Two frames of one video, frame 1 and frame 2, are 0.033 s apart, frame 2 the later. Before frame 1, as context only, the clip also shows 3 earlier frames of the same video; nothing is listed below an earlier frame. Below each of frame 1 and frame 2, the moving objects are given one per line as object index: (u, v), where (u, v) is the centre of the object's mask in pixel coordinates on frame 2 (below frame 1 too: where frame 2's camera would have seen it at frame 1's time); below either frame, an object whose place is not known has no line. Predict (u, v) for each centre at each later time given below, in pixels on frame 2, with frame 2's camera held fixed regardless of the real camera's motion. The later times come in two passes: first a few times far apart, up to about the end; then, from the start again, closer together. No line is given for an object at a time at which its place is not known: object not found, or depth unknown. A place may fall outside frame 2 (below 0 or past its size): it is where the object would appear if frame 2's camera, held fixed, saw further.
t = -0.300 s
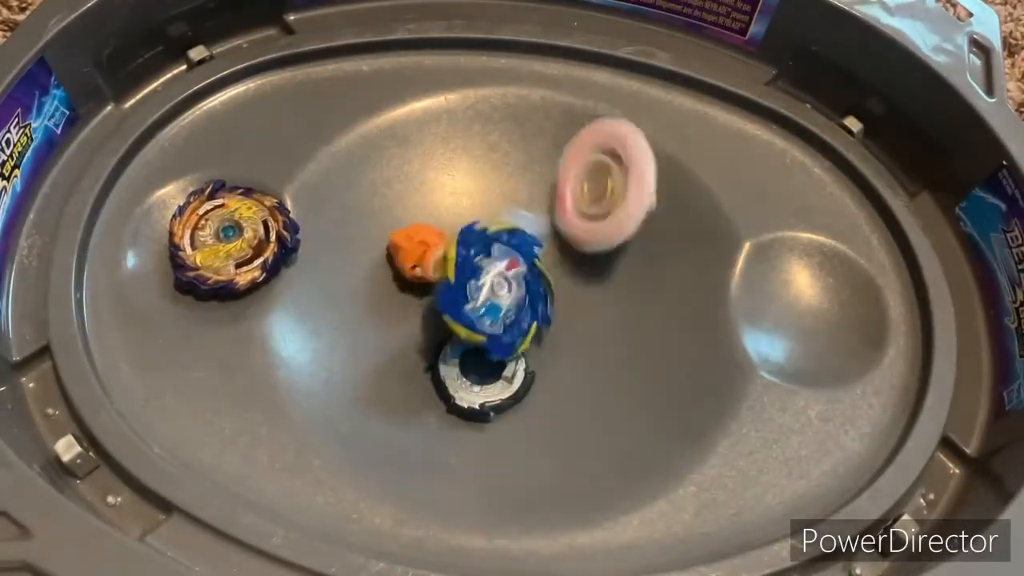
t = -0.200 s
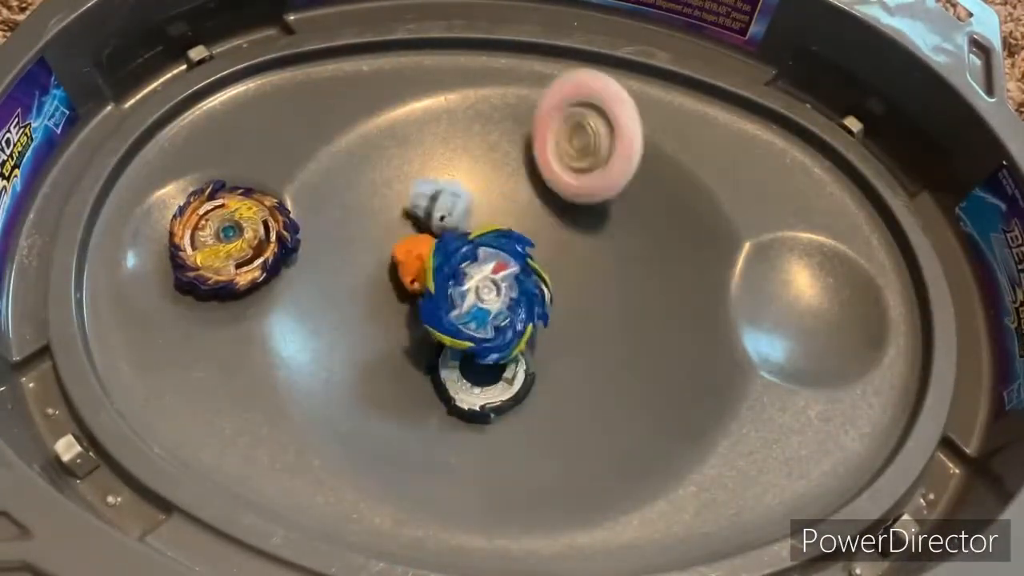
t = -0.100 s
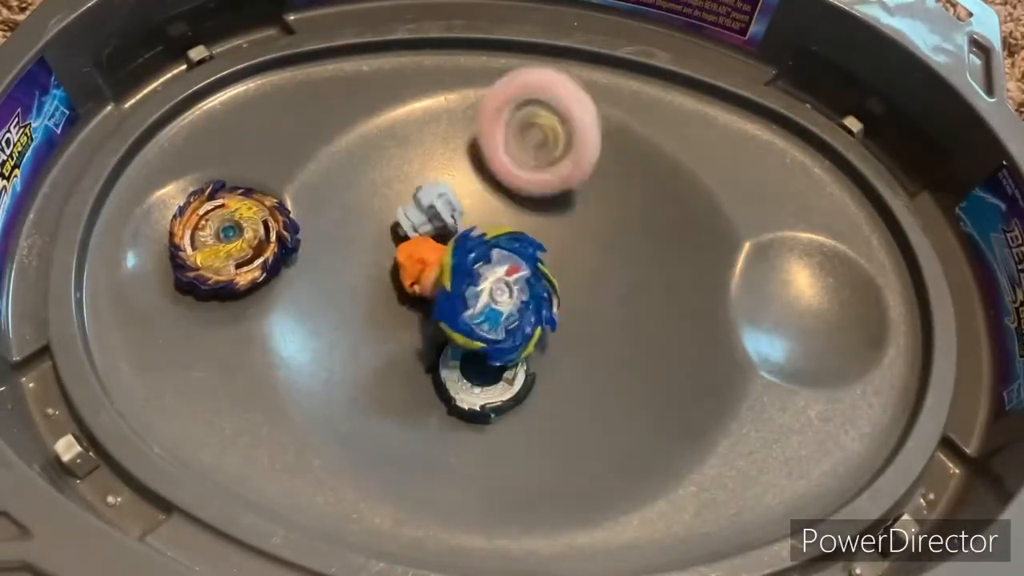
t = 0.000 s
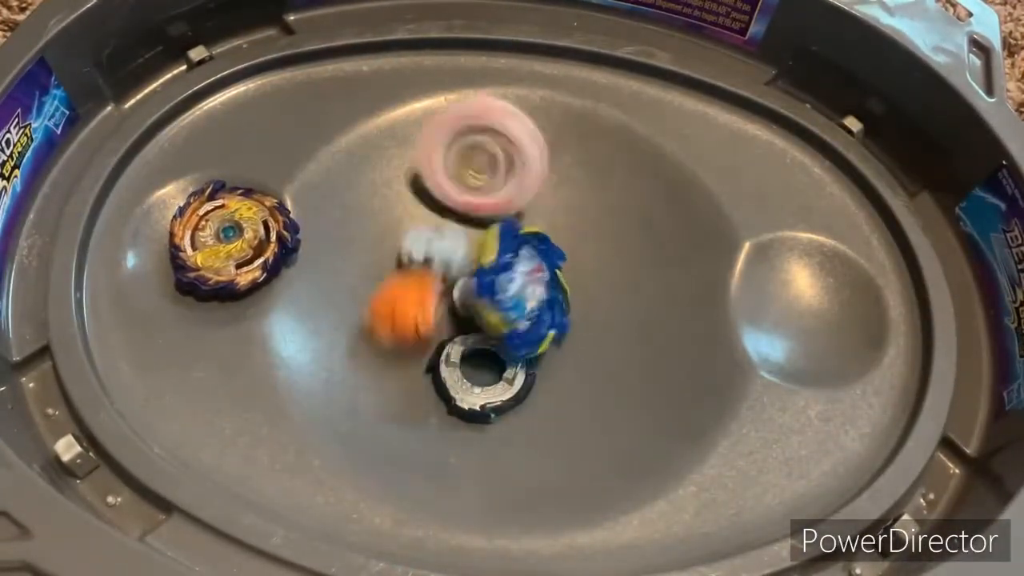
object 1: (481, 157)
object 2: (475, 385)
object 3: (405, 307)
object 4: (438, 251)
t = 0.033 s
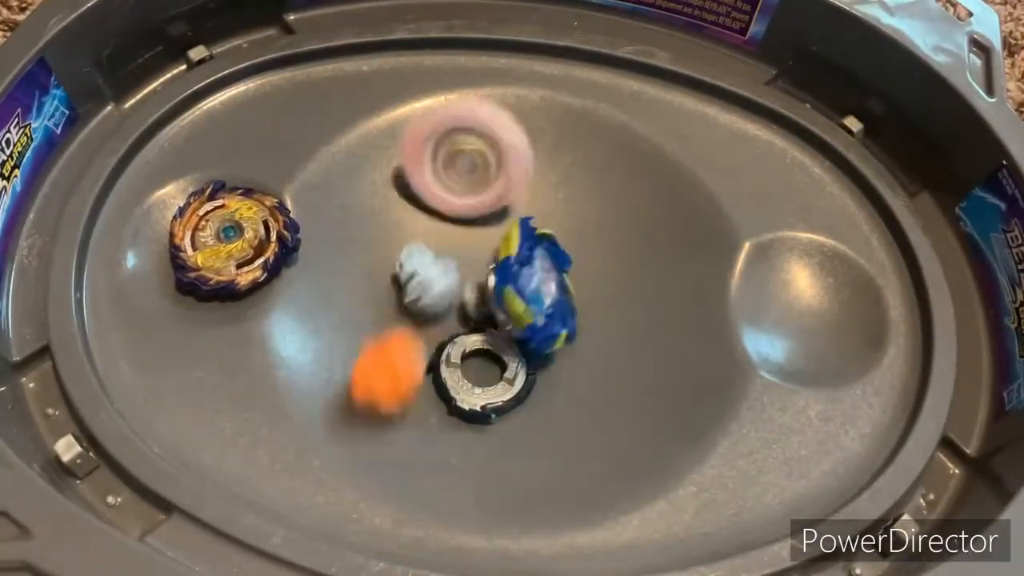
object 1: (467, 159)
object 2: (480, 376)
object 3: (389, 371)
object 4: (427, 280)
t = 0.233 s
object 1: (396, 230)
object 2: (485, 374)
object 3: (418, 499)
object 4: (426, 327)
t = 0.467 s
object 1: (462, 225)
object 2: (505, 364)
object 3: (506, 490)
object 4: (520, 428)
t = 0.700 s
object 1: (462, 228)
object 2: (498, 347)
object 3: (521, 417)
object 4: (570, 376)
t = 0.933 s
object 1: (460, 229)
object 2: (503, 345)
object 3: (469, 399)
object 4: (576, 371)
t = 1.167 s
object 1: (460, 229)
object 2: (504, 346)
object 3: (462, 395)
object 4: (576, 371)
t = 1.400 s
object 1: (460, 229)
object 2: (504, 346)
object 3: (462, 395)
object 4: (576, 371)
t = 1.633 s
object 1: (460, 229)
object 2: (504, 346)
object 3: (462, 395)
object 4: (576, 371)
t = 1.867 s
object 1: (460, 229)
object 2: (504, 346)
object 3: (462, 395)
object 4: (576, 371)
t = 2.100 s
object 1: (459, 228)
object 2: (504, 346)
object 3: (462, 395)
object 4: (576, 371)
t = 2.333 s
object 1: (460, 228)
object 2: (504, 346)
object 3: (462, 395)
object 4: (576, 371)
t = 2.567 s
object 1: (459, 228)
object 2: (504, 346)
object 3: (462, 395)
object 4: (576, 371)
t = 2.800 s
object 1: (459, 228)
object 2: (504, 346)
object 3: (462, 395)
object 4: (576, 371)
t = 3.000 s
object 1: (460, 229)
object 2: (504, 346)
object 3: (462, 395)
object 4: (576, 371)
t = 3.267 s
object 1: (460, 229)
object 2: (504, 346)
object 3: (462, 395)
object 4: (576, 371)
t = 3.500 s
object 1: (459, 228)
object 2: (504, 346)
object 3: (462, 395)
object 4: (576, 371)
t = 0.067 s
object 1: (449, 163)
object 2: (480, 374)
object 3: (380, 429)
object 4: (420, 303)
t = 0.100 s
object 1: (432, 171)
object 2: (481, 374)
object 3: (378, 482)
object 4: (419, 320)
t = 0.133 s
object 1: (419, 186)
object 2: (483, 375)
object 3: (382, 521)
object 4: (421, 332)
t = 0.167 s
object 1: (406, 201)
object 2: (483, 374)
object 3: (394, 514)
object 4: (421, 334)
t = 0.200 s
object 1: (399, 216)
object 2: (483, 373)
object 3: (408, 509)
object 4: (422, 330)
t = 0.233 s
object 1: (396, 230)
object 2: (485, 374)
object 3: (418, 499)
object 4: (426, 327)
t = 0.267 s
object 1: (393, 227)
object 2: (502, 386)
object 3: (432, 493)
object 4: (443, 339)
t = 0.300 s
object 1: (396, 228)
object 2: (515, 383)
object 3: (449, 479)
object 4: (461, 367)
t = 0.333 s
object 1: (405, 231)
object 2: (516, 357)
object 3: (464, 470)
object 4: (475, 399)
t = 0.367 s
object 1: (426, 233)
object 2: (503, 343)
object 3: (475, 486)
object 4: (490, 414)
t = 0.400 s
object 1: (443, 233)
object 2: (503, 361)
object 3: (488, 493)
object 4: (501, 424)
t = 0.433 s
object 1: (452, 229)
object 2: (505, 364)
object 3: (497, 489)
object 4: (512, 427)
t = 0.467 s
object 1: (462, 225)
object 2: (505, 364)
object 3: (506, 490)
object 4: (520, 428)
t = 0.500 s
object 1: (466, 225)
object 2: (505, 363)
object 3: (511, 481)
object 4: (531, 421)
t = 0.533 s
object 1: (467, 223)
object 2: (503, 359)
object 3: (515, 472)
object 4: (539, 414)
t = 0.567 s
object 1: (466, 224)
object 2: (502, 355)
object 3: (521, 465)
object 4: (550, 408)
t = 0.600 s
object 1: (462, 223)
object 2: (501, 352)
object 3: (526, 453)
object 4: (557, 400)
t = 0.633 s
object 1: (461, 224)
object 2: (500, 351)
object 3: (528, 439)
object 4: (562, 389)
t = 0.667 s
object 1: (461, 224)
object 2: (499, 350)
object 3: (525, 430)
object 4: (566, 382)
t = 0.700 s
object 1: (462, 228)
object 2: (498, 347)
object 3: (521, 417)
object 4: (570, 376)
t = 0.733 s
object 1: (461, 229)
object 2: (498, 344)
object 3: (515, 409)
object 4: (572, 371)
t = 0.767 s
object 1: (460, 228)
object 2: (500, 344)
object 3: (507, 408)
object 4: (575, 371)
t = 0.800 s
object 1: (459, 227)
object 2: (500, 344)
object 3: (501, 408)
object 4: (576, 371)
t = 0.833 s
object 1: (459, 227)
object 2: (501, 344)
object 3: (495, 407)
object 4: (576, 372)
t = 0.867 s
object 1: (459, 228)
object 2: (502, 344)
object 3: (485, 405)
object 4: (576, 371)
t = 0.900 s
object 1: (459, 228)
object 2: (503, 345)
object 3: (476, 403)
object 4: (576, 371)
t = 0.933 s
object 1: (460, 229)
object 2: (503, 345)
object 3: (469, 399)
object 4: (576, 371)
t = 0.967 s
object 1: (460, 229)
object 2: (503, 346)
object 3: (465, 398)
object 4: (576, 372)
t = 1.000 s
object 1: (460, 229)
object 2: (504, 346)
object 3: (463, 397)
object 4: (576, 371)
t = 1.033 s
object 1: (460, 229)
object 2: (504, 346)
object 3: (463, 396)
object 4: (576, 371)
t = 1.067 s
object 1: (460, 229)
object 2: (504, 346)
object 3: (462, 395)
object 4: (576, 372)
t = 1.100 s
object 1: (460, 229)
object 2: (504, 346)
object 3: (462, 395)
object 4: (576, 371)
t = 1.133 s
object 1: (460, 229)
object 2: (504, 346)
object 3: (462, 395)
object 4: (576, 371)
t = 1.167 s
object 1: (460, 229)
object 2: (504, 346)
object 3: (462, 395)
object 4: (576, 371)
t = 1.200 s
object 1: (460, 228)
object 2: (504, 346)
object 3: (462, 395)
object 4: (576, 371)
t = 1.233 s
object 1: (460, 229)
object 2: (504, 346)
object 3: (462, 395)
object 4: (576, 371)
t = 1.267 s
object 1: (460, 228)
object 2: (504, 346)
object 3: (462, 395)
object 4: (576, 371)
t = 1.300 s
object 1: (460, 229)
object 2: (504, 346)
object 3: (462, 395)
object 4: (576, 371)
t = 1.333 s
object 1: (460, 228)
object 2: (504, 346)
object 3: (462, 395)
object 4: (576, 371)
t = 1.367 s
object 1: (460, 229)
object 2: (504, 346)
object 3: (462, 395)
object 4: (576, 371)
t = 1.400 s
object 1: (460, 229)
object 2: (504, 346)
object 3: (462, 395)
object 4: (576, 371)
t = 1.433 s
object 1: (459, 230)
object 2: (504, 347)
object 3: (462, 395)
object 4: (576, 372)
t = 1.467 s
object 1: (460, 228)
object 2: (504, 346)
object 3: (462, 395)
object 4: (576, 371)
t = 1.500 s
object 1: (460, 229)
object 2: (504, 346)
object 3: (462, 395)
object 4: (576, 371)
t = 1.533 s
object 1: (460, 229)
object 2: (504, 346)
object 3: (462, 395)
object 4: (576, 371)
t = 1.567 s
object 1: (460, 229)
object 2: (504, 346)
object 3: (462, 395)
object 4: (576, 371)
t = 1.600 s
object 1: (460, 229)
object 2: (504, 346)
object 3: (462, 395)
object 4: (576, 371)
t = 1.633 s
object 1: (460, 229)
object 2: (504, 346)
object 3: (462, 395)
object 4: (576, 371)
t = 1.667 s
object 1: (460, 229)
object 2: (504, 346)
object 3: (462, 395)
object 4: (576, 371)
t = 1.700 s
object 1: (460, 229)
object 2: (504, 346)
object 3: (462, 395)
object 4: (576, 371)
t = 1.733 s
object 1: (460, 229)
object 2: (504, 346)
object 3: (462, 395)
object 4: (576, 371)
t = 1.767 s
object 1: (460, 229)
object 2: (504, 346)
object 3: (462, 395)
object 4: (576, 371)
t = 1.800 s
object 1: (460, 229)
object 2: (504, 346)
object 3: (462, 395)
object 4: (576, 371)
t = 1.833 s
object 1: (460, 229)
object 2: (504, 346)
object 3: (462, 395)
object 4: (576, 371)
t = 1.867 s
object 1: (460, 229)
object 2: (504, 346)
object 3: (462, 395)
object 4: (576, 371)
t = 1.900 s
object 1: (460, 229)
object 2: (504, 346)
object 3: (462, 395)
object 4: (576, 371)
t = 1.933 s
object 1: (460, 228)
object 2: (504, 346)
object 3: (462, 395)
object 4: (576, 371)
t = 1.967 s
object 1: (460, 229)
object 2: (504, 346)
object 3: (462, 395)
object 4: (576, 371)
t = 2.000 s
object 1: (459, 229)
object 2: (504, 346)
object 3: (462, 395)
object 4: (576, 371)
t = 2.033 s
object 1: (460, 228)
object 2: (504, 346)
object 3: (462, 395)
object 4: (576, 371)
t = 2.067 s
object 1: (460, 228)
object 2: (504, 346)
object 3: (462, 395)
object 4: (576, 371)
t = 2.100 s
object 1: (459, 228)
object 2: (504, 346)
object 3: (462, 395)
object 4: (576, 371)
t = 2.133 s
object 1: (459, 228)
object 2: (504, 346)
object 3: (462, 395)
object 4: (576, 371)
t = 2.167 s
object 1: (459, 228)
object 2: (504, 346)
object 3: (462, 395)
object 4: (576, 371)
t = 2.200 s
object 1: (460, 228)
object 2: (504, 346)
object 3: (462, 395)
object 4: (576, 371)
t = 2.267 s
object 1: (460, 228)
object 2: (504, 346)
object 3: (462, 395)
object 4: (576, 371)
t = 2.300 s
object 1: (460, 228)
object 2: (504, 346)
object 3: (462, 395)
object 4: (576, 371)
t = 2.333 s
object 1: (460, 228)
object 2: (504, 346)
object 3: (462, 395)
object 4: (576, 371)
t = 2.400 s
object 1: (459, 228)
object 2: (504, 346)
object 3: (462, 395)
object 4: (576, 371)
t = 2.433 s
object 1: (459, 228)
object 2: (504, 346)
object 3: (462, 395)
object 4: (576, 371)
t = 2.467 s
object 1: (460, 228)
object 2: (504, 346)
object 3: (462, 395)
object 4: (576, 371)
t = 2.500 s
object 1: (459, 228)
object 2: (504, 346)
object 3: (462, 395)
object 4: (576, 371)
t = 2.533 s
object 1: (459, 228)
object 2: (504, 346)
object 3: (462, 395)
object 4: (576, 371)
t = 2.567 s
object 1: (459, 228)
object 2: (504, 346)
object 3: (462, 395)
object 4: (576, 371)
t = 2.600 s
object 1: (459, 228)
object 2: (504, 346)
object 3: (462, 395)
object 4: (576, 371)
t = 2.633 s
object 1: (459, 228)
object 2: (504, 346)
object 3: (462, 395)
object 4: (576, 371)
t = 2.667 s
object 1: (459, 228)
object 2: (504, 346)
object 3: (462, 395)
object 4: (576, 371)
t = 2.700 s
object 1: (459, 228)
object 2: (504, 346)
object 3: (462, 395)
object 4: (576, 371)
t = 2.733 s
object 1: (459, 228)
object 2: (504, 346)
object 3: (462, 395)
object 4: (576, 371)
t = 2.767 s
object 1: (459, 228)
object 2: (504, 346)
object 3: (462, 395)
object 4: (576, 371)
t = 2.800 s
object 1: (459, 228)
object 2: (504, 346)
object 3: (462, 395)
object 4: (576, 371)
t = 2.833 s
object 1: (459, 228)
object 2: (504, 346)
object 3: (462, 395)
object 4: (576, 371)
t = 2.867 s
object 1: (459, 228)
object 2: (504, 346)
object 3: (462, 395)
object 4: (576, 371)
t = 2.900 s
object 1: (459, 228)
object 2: (504, 346)
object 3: (462, 395)
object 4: (576, 371)
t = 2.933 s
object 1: (460, 229)
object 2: (504, 346)
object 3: (462, 395)
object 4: (576, 371)
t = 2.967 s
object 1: (460, 229)
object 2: (504, 346)
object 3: (462, 395)
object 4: (576, 371)
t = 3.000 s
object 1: (460, 229)
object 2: (504, 346)
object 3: (462, 395)
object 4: (576, 371)
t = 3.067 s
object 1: (460, 229)
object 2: (504, 346)
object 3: (462, 395)
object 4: (576, 371)
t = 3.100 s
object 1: (460, 229)
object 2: (504, 346)
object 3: (462, 395)
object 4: (576, 371)
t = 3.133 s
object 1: (460, 229)
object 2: (504, 346)
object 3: (462, 395)
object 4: (576, 371)
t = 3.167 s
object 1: (460, 229)
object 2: (504, 346)
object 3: (462, 395)
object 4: (576, 371)
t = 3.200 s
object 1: (460, 229)
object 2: (504, 346)
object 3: (462, 395)
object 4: (576, 371)
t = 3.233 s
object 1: (460, 229)
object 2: (504, 346)
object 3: (462, 395)
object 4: (576, 371)
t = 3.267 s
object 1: (460, 229)
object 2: (504, 346)
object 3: (462, 395)
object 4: (576, 371)
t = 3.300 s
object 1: (460, 229)
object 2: (504, 346)
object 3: (462, 395)
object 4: (576, 371)
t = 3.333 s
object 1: (459, 228)
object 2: (504, 346)
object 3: (462, 395)
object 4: (576, 371)
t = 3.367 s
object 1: (459, 228)
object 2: (504, 346)
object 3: (462, 395)
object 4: (576, 371)
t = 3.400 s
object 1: (460, 228)
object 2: (504, 346)
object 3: (462, 395)
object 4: (576, 371)
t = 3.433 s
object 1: (459, 228)
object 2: (504, 346)
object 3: (462, 395)
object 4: (576, 371)
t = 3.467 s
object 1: (460, 229)
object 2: (504, 346)
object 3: (462, 395)
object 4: (576, 371)
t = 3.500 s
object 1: (459, 228)
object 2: (504, 346)
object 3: (462, 395)
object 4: (576, 371)
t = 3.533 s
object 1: (459, 228)
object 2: (504, 346)
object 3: (462, 395)
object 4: (576, 371)
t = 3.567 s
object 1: (459, 228)
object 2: (504, 346)
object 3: (462, 395)
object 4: (576, 371)
